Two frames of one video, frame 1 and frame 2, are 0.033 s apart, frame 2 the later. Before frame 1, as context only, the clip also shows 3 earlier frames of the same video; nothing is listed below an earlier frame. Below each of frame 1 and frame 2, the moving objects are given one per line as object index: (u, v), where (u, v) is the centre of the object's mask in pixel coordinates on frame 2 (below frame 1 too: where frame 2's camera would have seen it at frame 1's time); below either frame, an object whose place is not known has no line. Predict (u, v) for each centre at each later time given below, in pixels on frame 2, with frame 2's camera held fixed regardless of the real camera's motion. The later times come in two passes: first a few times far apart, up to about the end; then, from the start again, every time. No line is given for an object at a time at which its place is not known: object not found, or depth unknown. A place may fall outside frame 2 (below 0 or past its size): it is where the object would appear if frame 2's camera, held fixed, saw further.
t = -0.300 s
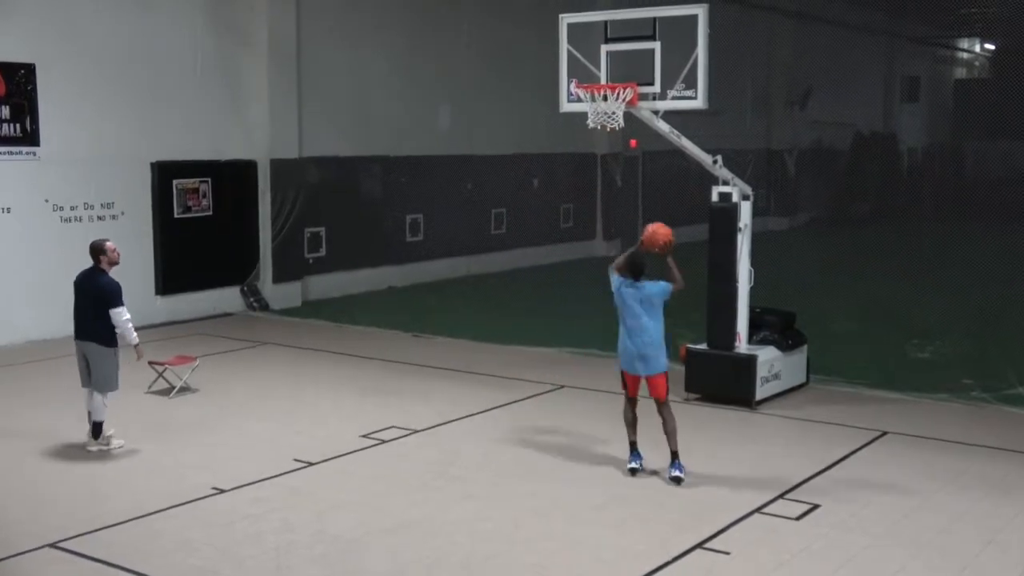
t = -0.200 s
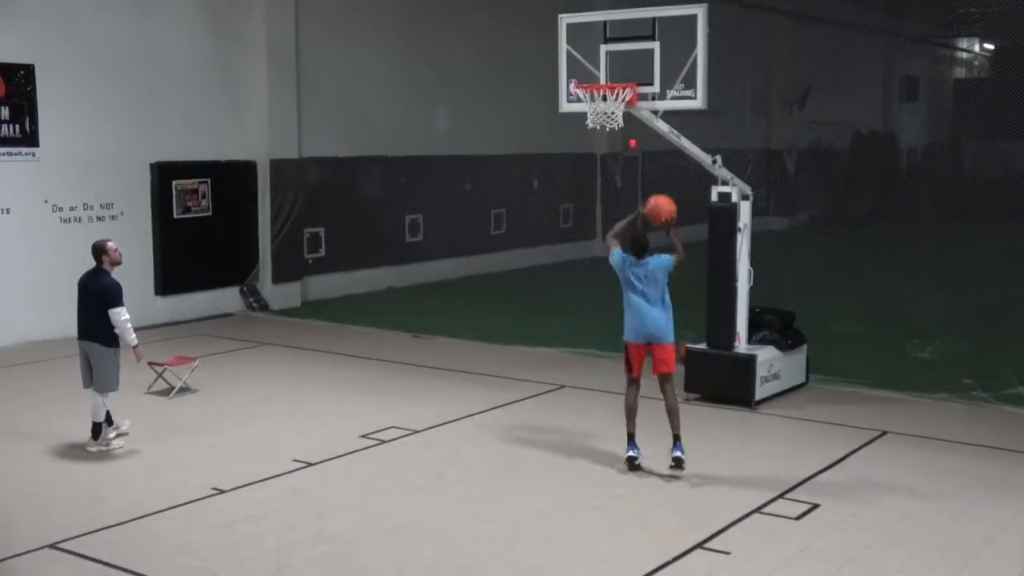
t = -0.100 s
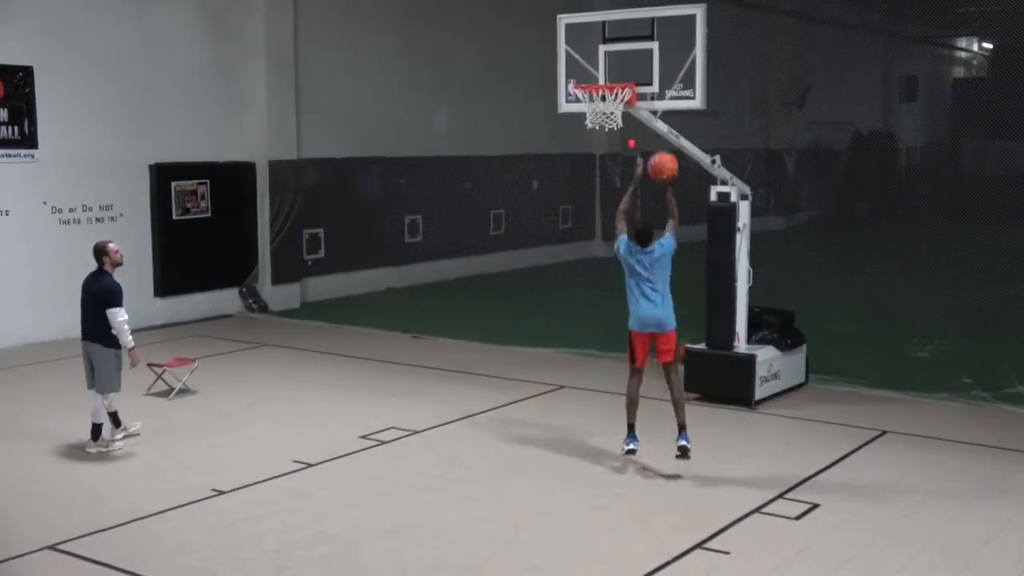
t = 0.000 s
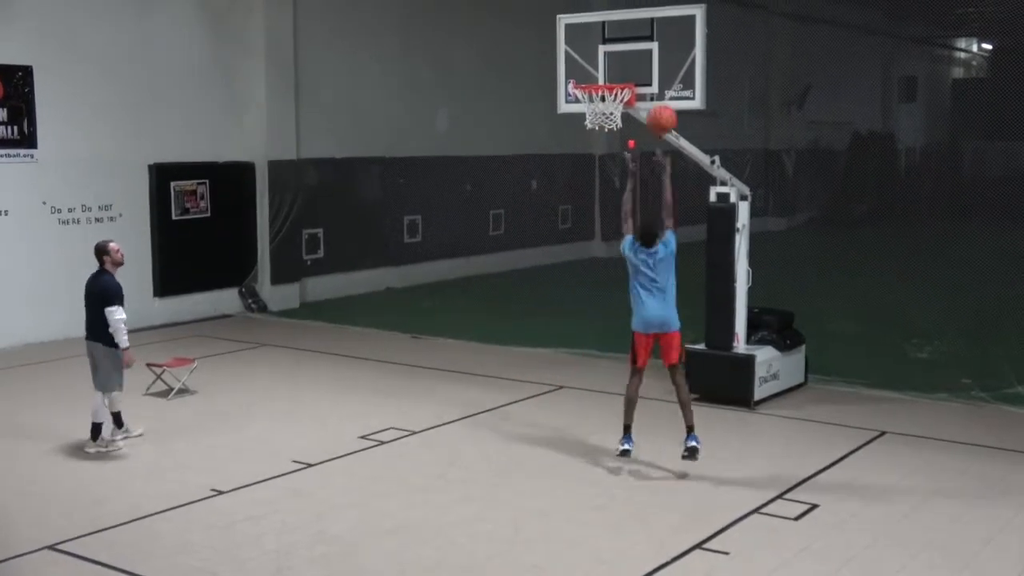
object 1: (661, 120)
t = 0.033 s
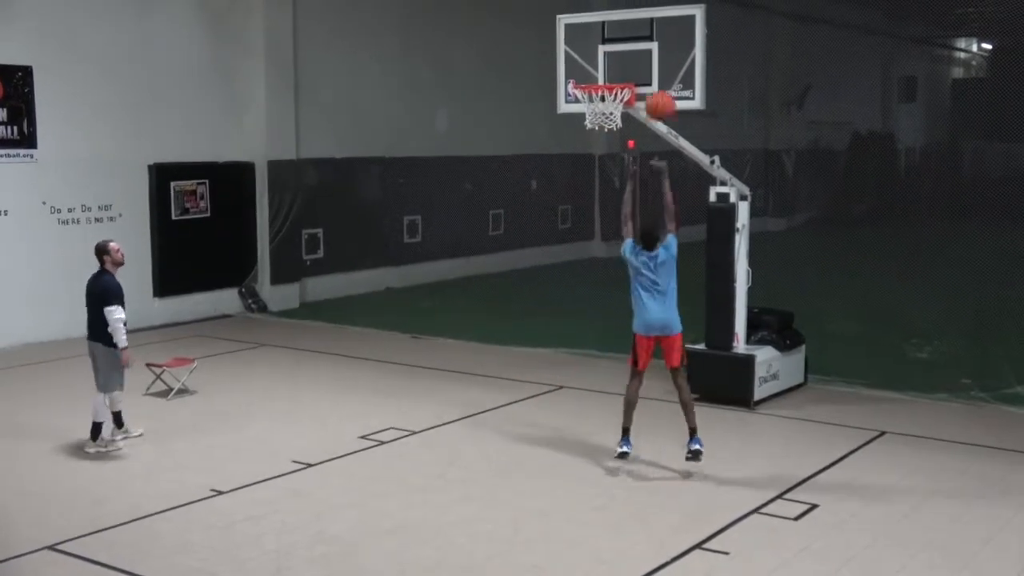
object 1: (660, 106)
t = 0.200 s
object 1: (656, 61)
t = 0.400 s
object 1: (641, 64)
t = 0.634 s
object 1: (655, 64)
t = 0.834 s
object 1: (673, 103)
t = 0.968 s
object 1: (684, 158)
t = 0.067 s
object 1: (659, 94)
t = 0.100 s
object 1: (658, 83)
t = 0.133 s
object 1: (658, 75)
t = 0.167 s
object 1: (657, 67)
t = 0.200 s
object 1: (656, 61)
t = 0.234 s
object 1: (654, 57)
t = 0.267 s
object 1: (652, 55)
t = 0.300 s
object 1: (650, 55)
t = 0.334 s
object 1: (647, 56)
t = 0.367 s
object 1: (644, 59)
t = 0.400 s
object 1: (641, 64)
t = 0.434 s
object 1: (638, 69)
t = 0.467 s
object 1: (639, 69)
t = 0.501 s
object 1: (642, 65)
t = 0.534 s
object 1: (646, 63)
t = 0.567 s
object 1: (648, 62)
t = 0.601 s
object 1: (651, 62)
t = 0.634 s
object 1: (655, 64)
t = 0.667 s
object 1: (658, 67)
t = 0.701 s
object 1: (660, 70)
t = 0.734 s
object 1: (664, 77)
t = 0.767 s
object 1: (667, 84)
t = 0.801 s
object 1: (669, 93)
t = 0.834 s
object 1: (673, 103)
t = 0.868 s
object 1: (676, 115)
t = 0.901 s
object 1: (679, 127)
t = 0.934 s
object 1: (682, 142)
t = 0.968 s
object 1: (684, 158)
